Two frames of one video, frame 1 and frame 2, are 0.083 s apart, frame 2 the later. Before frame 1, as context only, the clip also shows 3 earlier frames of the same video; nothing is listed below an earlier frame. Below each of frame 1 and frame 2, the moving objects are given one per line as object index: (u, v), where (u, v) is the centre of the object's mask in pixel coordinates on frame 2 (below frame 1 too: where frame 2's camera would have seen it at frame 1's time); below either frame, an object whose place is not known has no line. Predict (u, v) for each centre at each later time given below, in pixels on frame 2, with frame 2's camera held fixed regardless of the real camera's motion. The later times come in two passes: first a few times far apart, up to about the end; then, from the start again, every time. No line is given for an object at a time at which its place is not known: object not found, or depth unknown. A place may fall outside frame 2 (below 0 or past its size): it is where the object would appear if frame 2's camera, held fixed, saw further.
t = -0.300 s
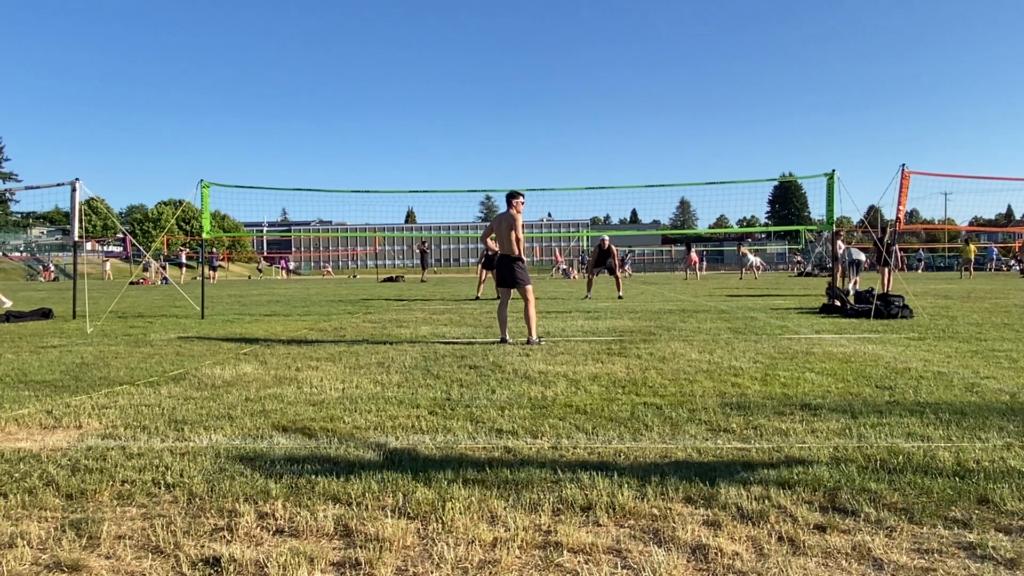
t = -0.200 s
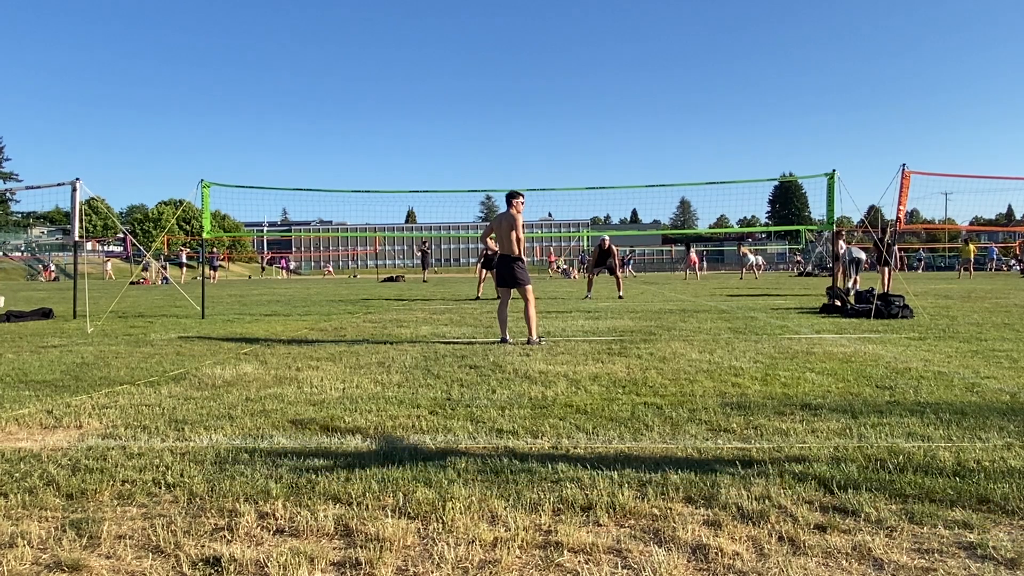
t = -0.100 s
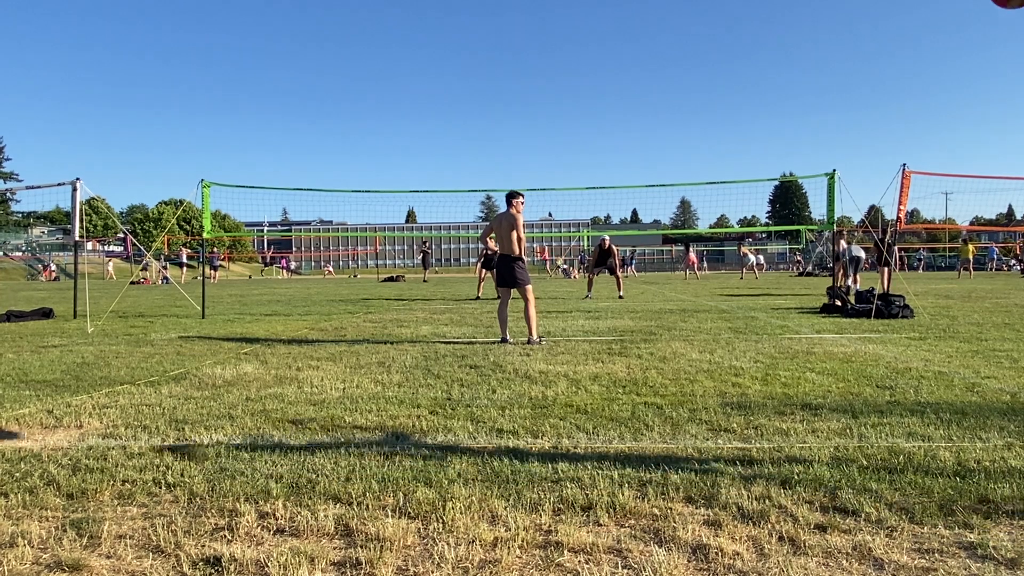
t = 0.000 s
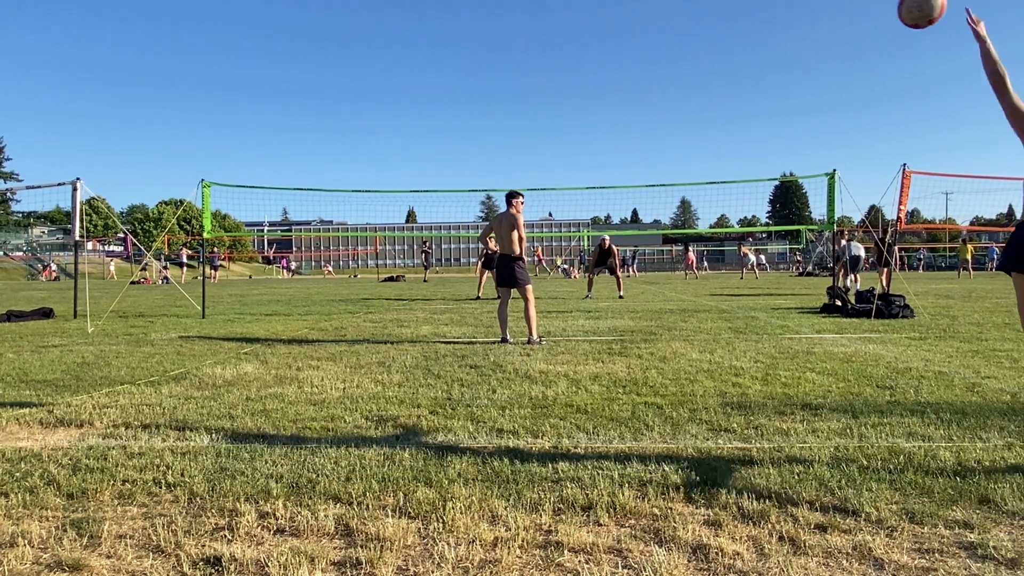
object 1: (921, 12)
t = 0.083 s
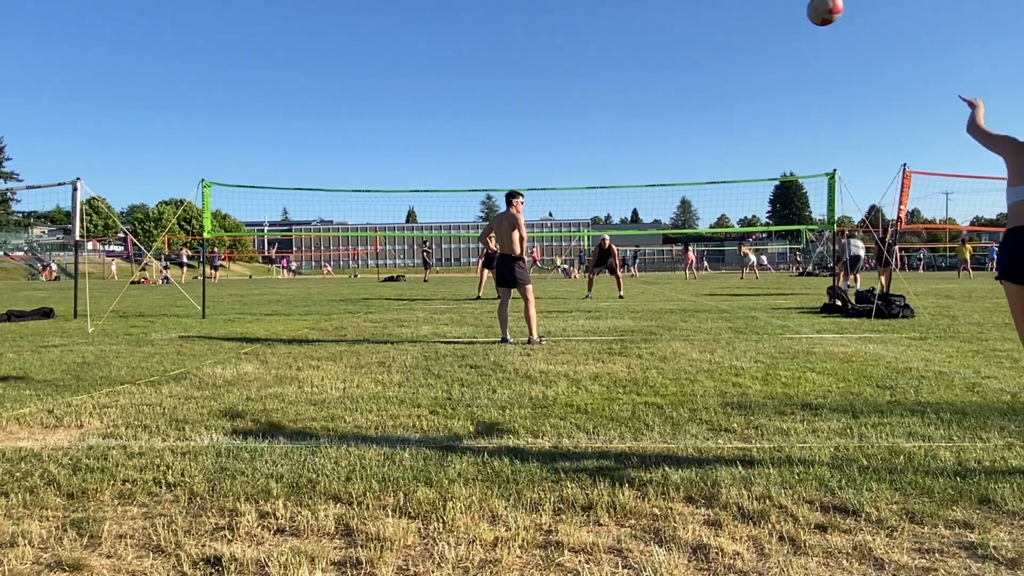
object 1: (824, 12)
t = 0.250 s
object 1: (718, 32)
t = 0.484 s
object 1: (648, 81)
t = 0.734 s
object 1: (610, 142)
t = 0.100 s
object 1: (810, 12)
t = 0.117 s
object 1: (797, 13)
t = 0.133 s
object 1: (784, 14)
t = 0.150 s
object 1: (772, 16)
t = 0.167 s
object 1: (762, 18)
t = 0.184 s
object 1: (751, 21)
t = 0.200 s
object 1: (742, 23)
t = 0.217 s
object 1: (733, 26)
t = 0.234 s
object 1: (726, 29)
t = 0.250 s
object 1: (718, 32)
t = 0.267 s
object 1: (711, 35)
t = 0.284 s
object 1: (704, 39)
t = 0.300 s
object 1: (698, 42)
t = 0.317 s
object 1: (692, 45)
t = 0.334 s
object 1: (686, 49)
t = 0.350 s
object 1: (681, 53)
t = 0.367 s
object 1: (676, 56)
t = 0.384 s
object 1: (671, 60)
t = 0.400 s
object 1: (667, 63)
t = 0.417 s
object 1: (663, 67)
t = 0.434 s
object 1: (659, 70)
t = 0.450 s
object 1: (655, 74)
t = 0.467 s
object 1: (651, 78)
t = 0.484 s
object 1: (648, 81)
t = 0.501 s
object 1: (645, 85)
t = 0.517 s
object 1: (642, 89)
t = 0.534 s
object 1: (639, 93)
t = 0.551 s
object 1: (636, 97)
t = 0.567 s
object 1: (633, 100)
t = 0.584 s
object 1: (631, 104)
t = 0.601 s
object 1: (628, 108)
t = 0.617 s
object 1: (626, 112)
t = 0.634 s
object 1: (623, 117)
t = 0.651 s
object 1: (621, 121)
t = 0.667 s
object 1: (619, 125)
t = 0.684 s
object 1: (617, 129)
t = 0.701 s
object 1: (614, 133)
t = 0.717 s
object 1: (612, 137)
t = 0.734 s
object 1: (610, 142)
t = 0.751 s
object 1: (608, 146)
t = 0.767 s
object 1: (606, 150)
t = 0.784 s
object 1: (604, 154)
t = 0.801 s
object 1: (602, 159)
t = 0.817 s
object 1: (600, 163)
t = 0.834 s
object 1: (598, 167)
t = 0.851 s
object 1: (596, 172)
